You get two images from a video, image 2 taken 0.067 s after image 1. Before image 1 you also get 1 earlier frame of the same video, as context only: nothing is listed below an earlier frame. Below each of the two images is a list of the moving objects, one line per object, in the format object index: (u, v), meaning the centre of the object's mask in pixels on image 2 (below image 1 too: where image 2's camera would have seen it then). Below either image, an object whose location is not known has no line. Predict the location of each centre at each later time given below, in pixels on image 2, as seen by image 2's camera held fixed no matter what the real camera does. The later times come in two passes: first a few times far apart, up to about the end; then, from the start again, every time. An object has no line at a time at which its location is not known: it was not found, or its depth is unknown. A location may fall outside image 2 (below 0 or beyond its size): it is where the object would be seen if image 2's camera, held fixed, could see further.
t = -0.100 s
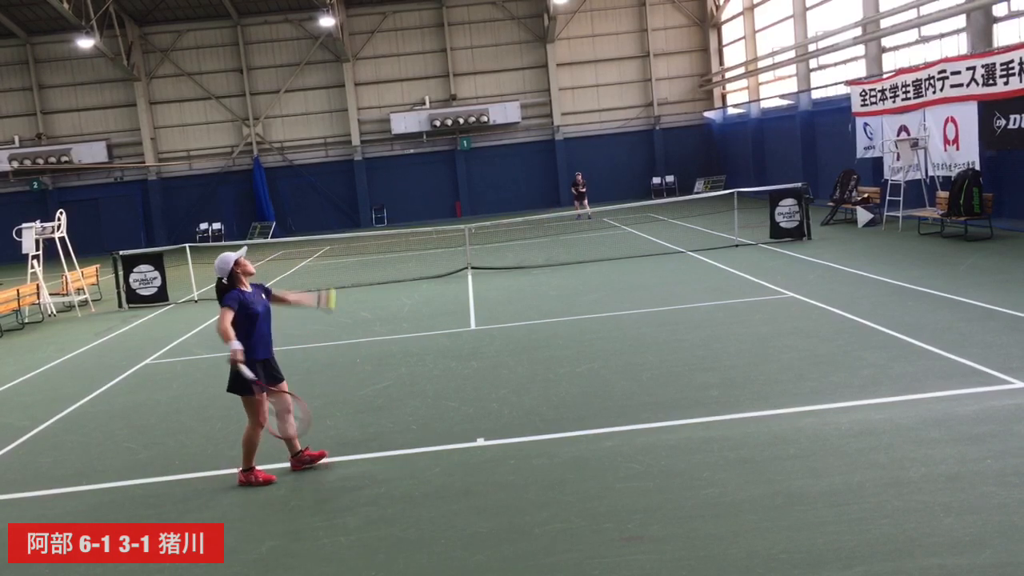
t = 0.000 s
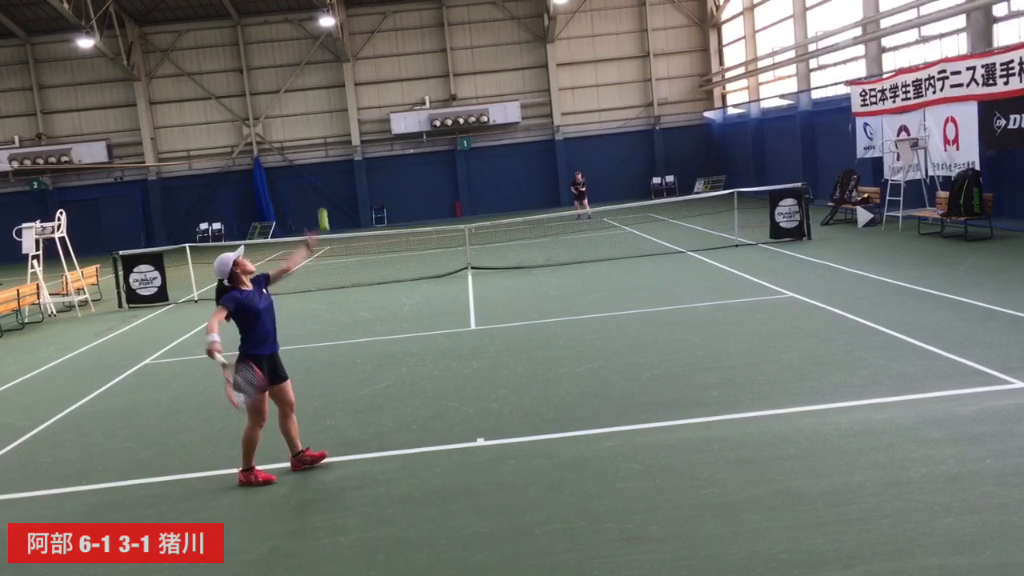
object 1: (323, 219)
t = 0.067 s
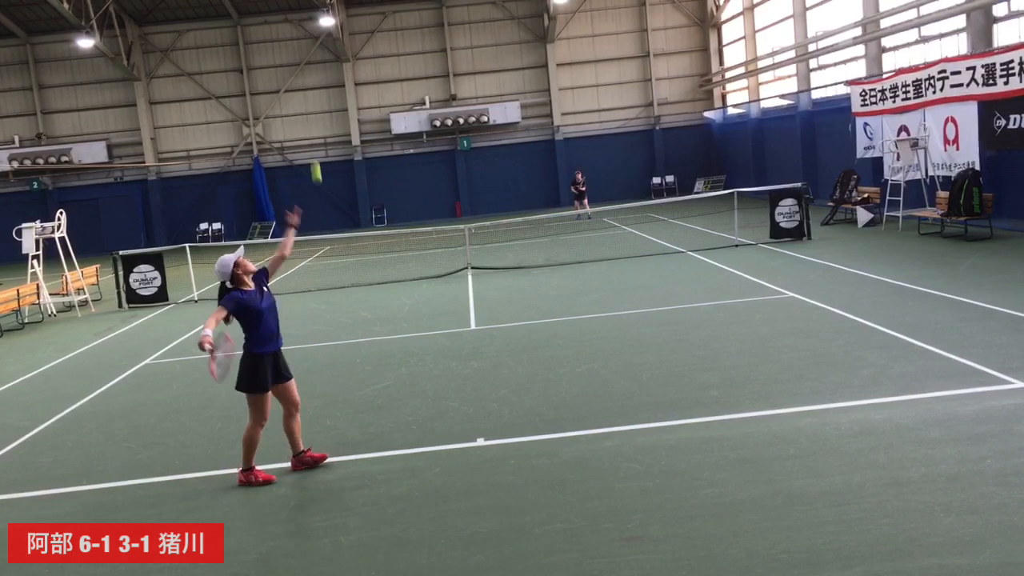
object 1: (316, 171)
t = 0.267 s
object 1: (298, 60)
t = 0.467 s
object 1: (288, 4)
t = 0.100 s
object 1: (313, 149)
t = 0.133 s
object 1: (310, 128)
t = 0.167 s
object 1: (307, 109)
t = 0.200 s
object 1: (304, 91)
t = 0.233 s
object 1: (300, 73)
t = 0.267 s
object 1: (298, 60)
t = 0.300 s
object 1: (296, 47)
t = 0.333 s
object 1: (294, 35)
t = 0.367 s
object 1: (293, 25)
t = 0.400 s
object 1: (290, 16)
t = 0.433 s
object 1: (289, 9)
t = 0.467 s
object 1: (288, 4)
